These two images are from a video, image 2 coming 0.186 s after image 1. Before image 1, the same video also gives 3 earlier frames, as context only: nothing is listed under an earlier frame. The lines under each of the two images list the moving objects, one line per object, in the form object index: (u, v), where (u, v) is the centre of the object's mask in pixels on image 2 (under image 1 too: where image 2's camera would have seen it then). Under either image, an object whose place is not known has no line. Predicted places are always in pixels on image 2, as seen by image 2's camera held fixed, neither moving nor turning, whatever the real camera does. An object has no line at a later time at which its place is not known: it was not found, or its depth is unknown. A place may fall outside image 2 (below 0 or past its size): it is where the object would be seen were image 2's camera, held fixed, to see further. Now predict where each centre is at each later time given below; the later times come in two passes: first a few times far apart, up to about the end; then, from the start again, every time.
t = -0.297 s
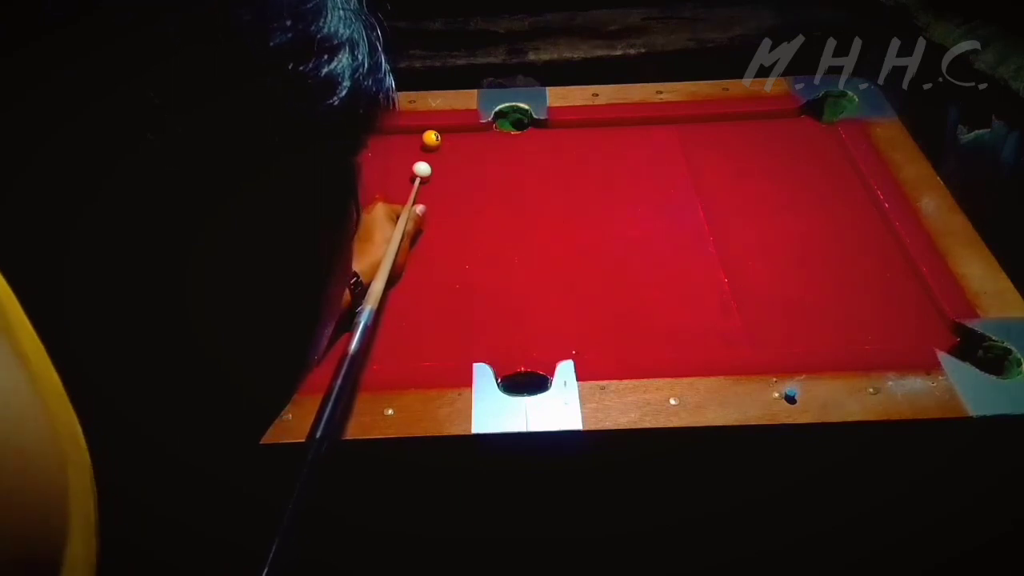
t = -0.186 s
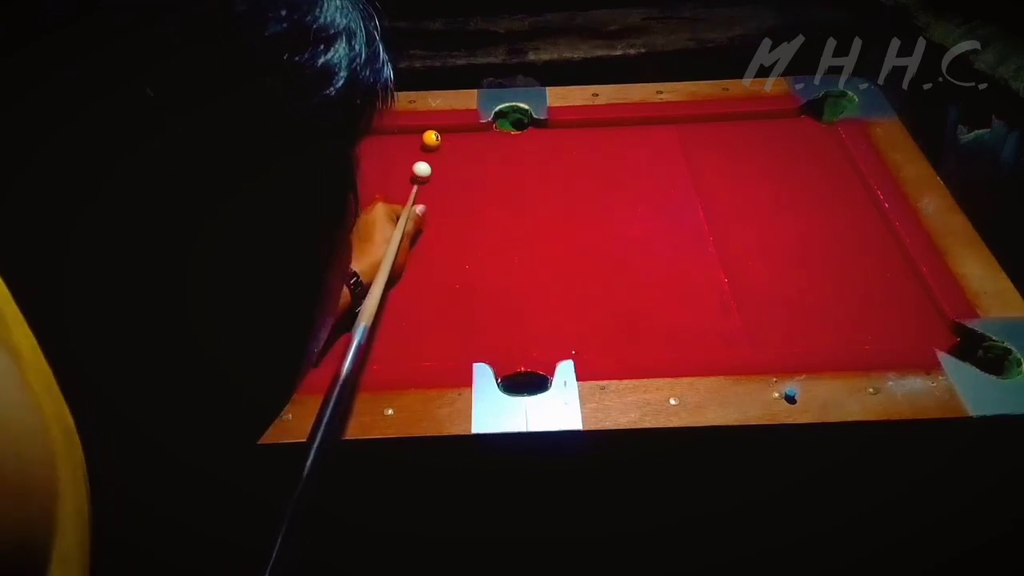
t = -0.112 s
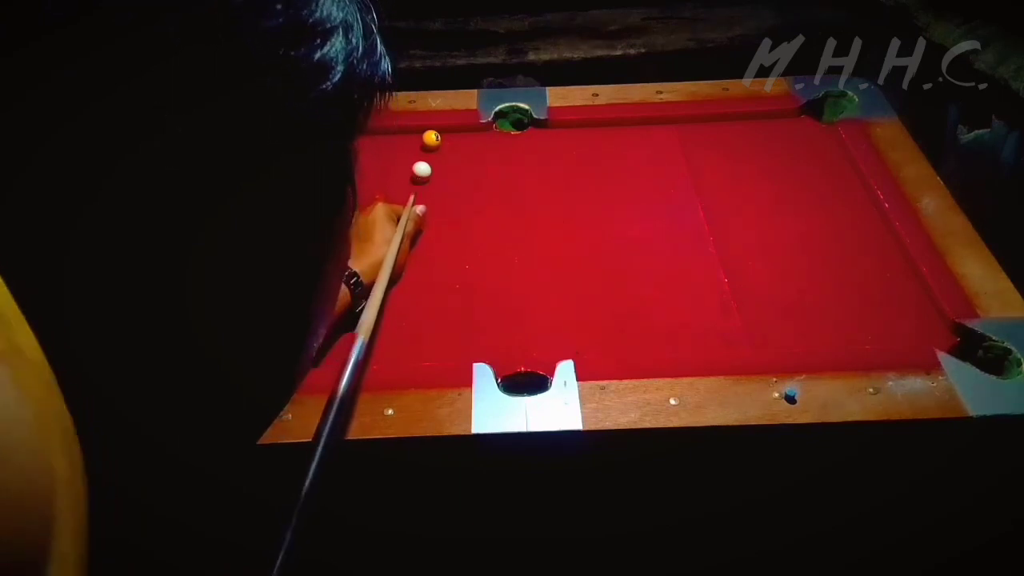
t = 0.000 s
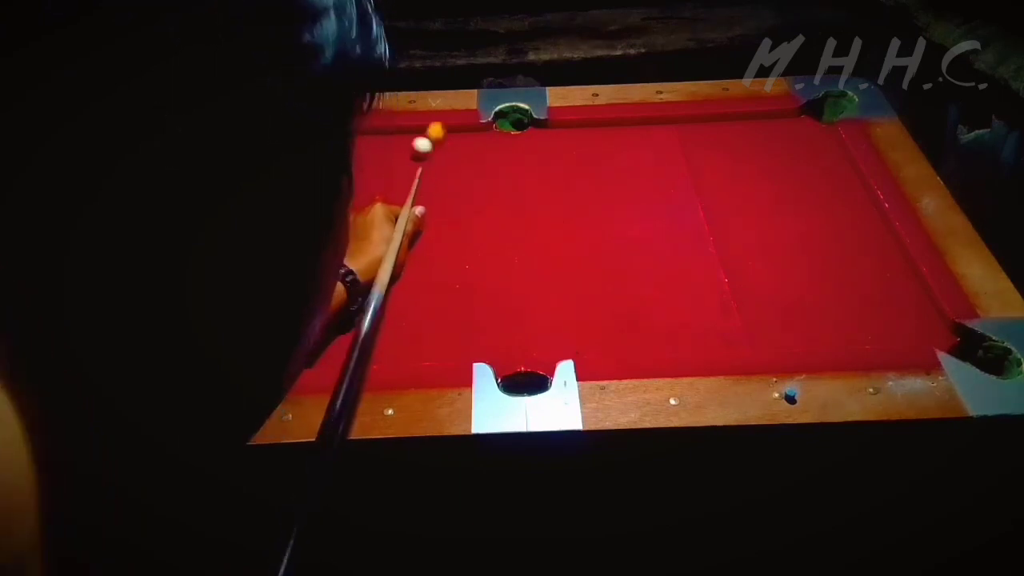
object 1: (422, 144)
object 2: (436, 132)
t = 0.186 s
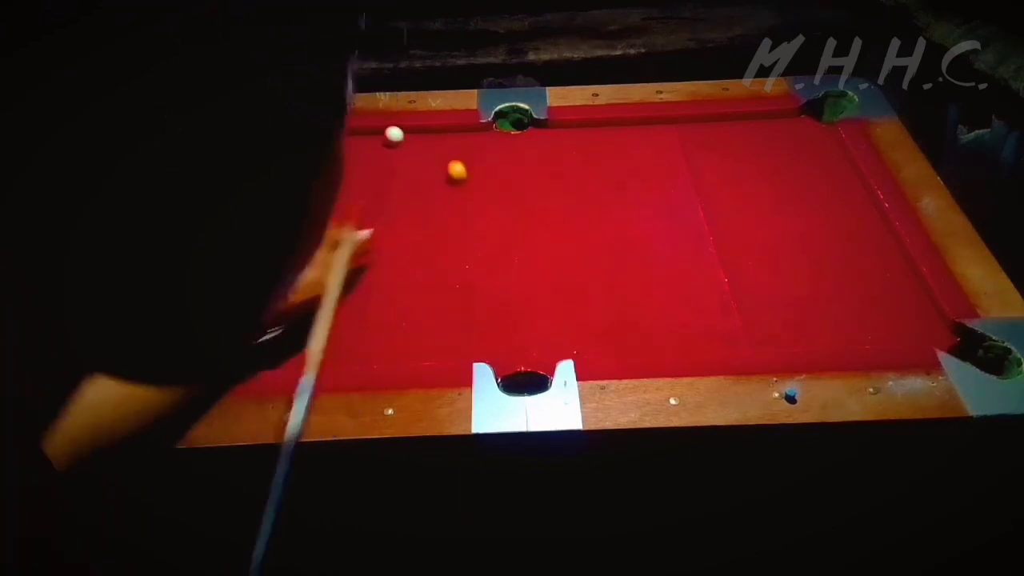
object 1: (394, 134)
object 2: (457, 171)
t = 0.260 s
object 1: (384, 130)
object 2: (466, 187)
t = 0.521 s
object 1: (349, 139)
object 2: (494, 249)
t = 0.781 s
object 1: (322, 146)
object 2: (524, 315)
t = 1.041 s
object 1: (302, 151)
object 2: (529, 384)
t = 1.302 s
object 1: (289, 153)
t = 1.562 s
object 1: (284, 154)
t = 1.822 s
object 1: (283, 154)
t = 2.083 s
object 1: (283, 154)
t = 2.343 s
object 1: (283, 154)
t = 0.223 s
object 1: (390, 131)
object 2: (461, 179)
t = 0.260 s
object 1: (384, 130)
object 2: (466, 187)
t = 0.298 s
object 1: (379, 132)
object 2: (469, 195)
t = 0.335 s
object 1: (374, 133)
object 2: (473, 205)
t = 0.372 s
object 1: (369, 135)
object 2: (478, 213)
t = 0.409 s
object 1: (363, 136)
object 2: (482, 222)
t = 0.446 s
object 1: (359, 137)
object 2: (486, 231)
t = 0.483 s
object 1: (354, 138)
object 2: (490, 239)
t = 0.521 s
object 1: (349, 139)
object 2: (494, 249)
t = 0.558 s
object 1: (345, 140)
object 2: (499, 258)
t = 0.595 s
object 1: (341, 141)
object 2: (503, 267)
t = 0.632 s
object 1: (337, 142)
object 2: (506, 276)
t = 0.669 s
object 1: (333, 143)
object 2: (511, 286)
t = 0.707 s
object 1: (329, 144)
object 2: (516, 295)
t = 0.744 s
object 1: (325, 145)
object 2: (520, 305)
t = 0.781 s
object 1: (322, 146)
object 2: (524, 315)
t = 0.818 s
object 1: (319, 146)
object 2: (527, 324)
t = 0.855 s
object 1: (315, 147)
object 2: (531, 334)
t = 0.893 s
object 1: (312, 148)
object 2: (535, 343)
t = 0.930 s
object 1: (309, 149)
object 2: (540, 352)
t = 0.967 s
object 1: (307, 149)
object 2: (541, 361)
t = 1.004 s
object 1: (304, 150)
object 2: (534, 370)
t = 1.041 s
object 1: (302, 151)
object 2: (529, 384)
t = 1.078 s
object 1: (299, 151)
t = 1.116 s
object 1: (297, 151)
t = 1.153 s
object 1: (295, 152)
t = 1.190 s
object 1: (293, 152)
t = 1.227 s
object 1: (292, 153)
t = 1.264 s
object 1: (290, 153)
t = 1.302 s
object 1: (289, 153)
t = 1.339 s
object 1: (288, 153)
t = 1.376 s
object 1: (287, 154)
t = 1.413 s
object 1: (286, 154)
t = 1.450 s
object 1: (285, 153)
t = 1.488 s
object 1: (285, 153)
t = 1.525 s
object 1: (284, 153)
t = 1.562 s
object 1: (284, 154)
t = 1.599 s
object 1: (283, 153)
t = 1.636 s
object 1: (283, 154)
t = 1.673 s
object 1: (283, 154)
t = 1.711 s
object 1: (283, 154)
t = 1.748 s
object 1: (283, 154)
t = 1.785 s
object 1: (283, 154)
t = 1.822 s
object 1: (283, 154)
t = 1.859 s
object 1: (283, 154)
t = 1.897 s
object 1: (283, 154)
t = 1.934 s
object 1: (283, 154)
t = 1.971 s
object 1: (283, 154)
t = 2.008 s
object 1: (283, 154)
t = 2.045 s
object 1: (283, 154)
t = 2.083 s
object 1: (283, 154)
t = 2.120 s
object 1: (283, 154)
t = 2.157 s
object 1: (283, 154)
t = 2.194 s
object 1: (283, 154)
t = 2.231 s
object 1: (283, 154)
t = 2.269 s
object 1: (283, 154)
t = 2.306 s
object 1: (283, 154)
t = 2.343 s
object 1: (283, 154)
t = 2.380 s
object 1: (283, 154)
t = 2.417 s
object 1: (283, 154)
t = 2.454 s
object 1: (283, 154)
